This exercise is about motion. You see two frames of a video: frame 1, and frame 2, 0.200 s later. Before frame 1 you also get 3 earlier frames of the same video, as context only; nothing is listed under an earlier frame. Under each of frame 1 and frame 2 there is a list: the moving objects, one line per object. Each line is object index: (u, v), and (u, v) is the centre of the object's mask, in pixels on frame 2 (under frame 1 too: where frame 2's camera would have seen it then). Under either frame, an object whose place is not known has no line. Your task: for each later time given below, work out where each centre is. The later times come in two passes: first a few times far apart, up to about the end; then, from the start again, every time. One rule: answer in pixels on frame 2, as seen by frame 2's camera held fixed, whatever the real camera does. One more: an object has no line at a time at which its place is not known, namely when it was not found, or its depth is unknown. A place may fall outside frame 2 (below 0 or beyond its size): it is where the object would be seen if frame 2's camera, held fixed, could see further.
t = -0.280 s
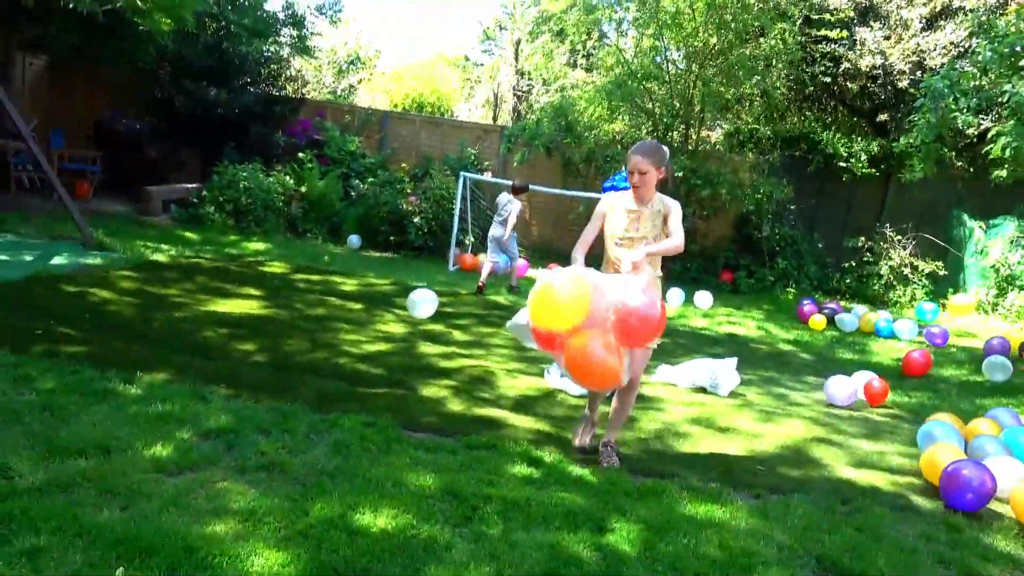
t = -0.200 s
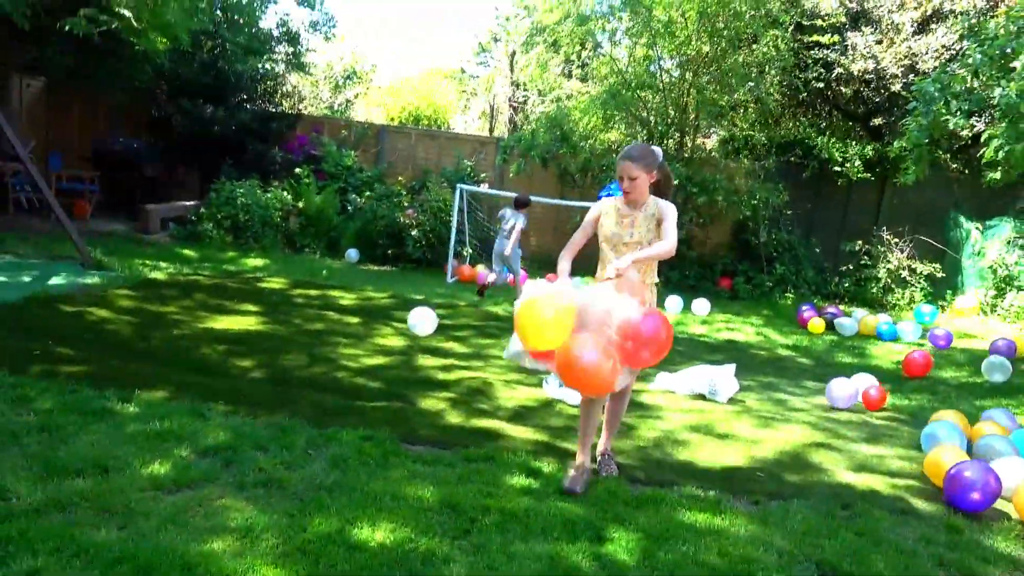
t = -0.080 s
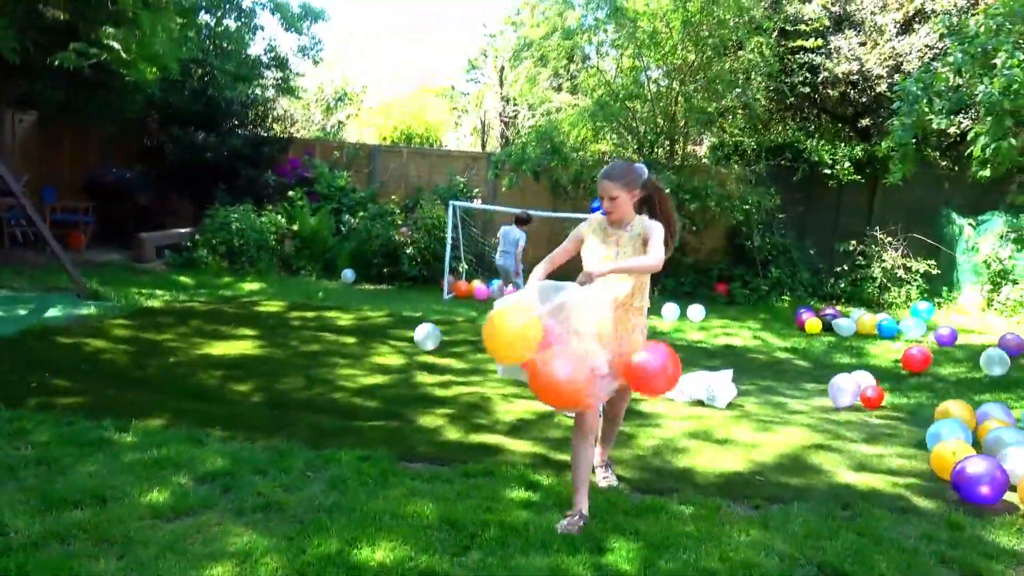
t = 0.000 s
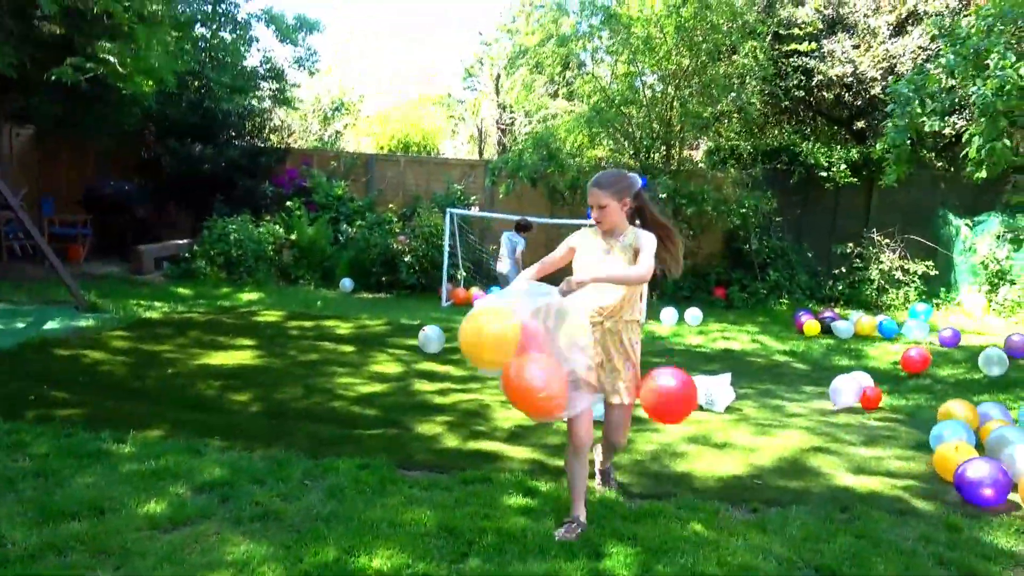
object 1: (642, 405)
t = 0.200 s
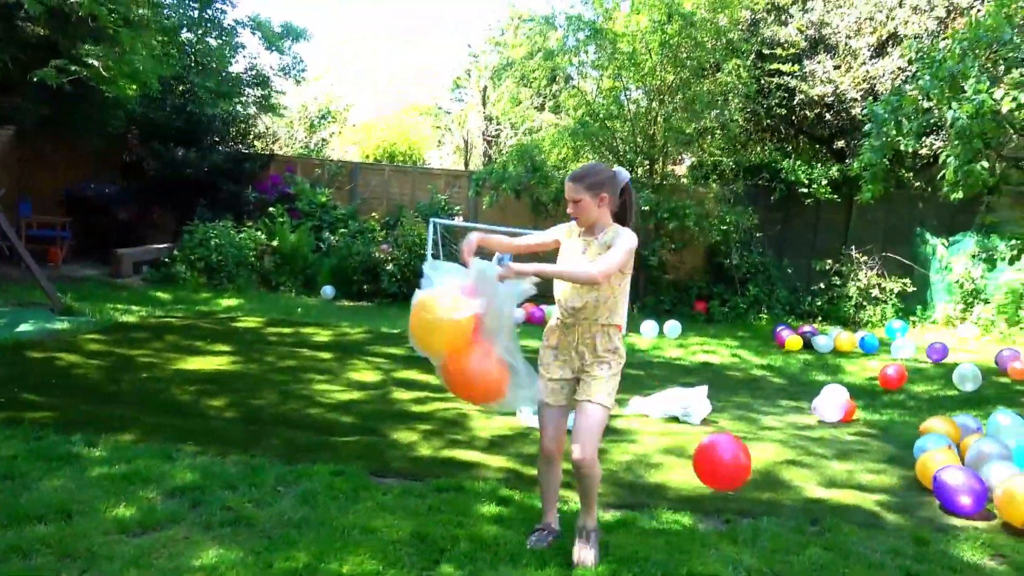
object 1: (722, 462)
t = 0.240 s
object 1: (736, 472)
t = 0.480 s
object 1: (808, 514)
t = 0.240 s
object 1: (736, 472)
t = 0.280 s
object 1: (749, 482)
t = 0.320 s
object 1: (763, 490)
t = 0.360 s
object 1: (775, 499)
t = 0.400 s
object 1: (787, 508)
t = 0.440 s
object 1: (797, 514)
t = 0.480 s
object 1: (808, 514)
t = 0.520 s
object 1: (819, 508)
